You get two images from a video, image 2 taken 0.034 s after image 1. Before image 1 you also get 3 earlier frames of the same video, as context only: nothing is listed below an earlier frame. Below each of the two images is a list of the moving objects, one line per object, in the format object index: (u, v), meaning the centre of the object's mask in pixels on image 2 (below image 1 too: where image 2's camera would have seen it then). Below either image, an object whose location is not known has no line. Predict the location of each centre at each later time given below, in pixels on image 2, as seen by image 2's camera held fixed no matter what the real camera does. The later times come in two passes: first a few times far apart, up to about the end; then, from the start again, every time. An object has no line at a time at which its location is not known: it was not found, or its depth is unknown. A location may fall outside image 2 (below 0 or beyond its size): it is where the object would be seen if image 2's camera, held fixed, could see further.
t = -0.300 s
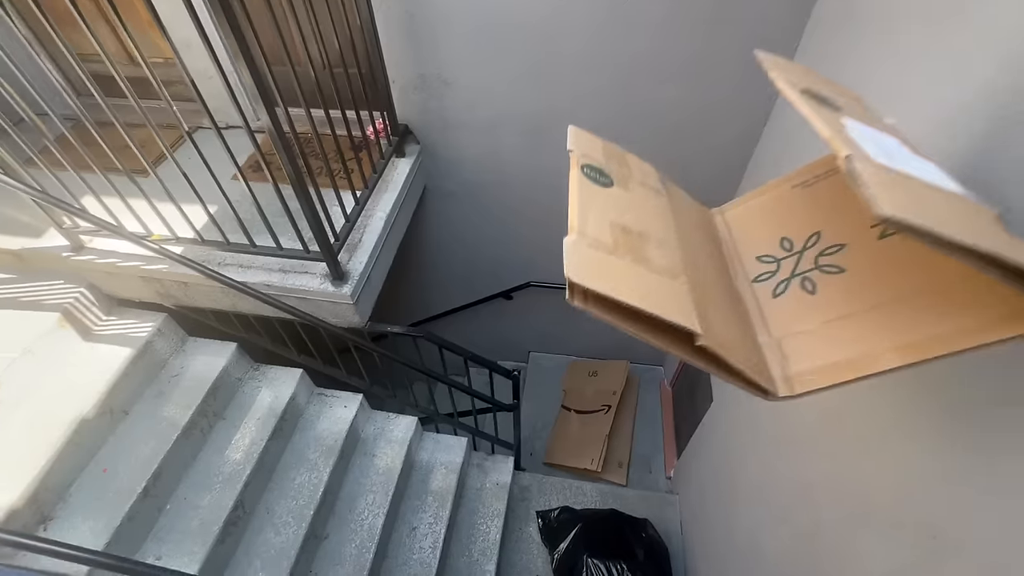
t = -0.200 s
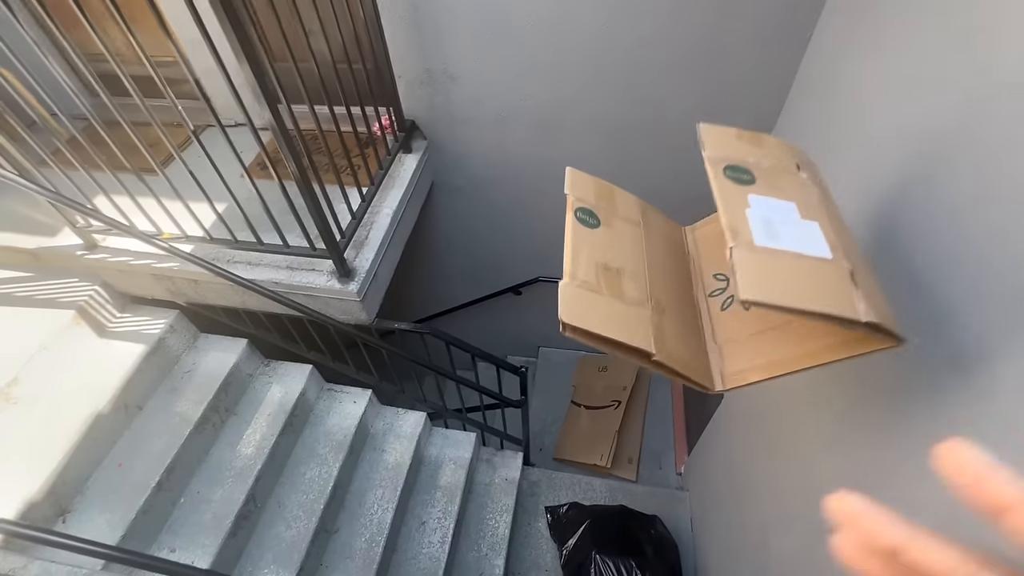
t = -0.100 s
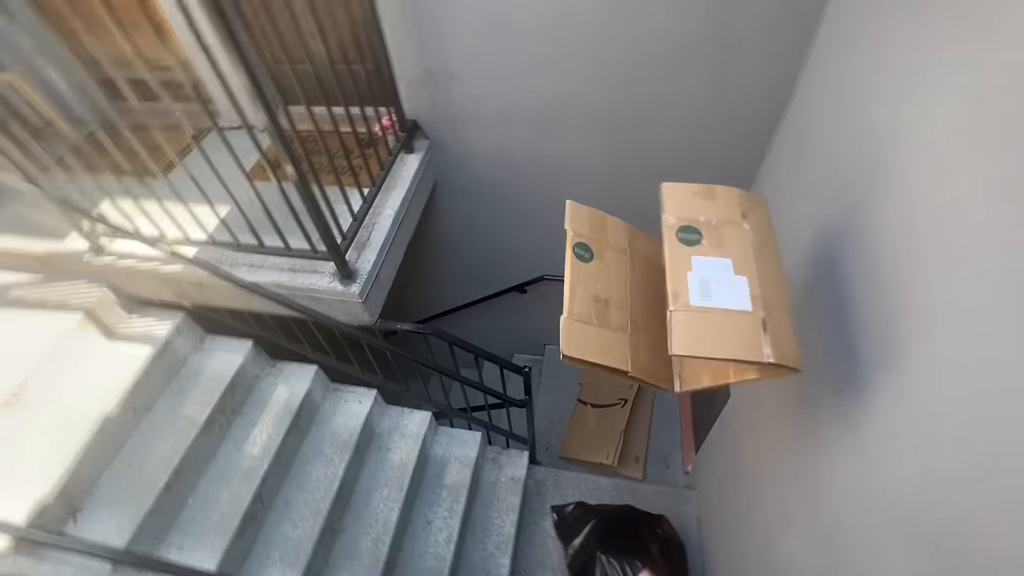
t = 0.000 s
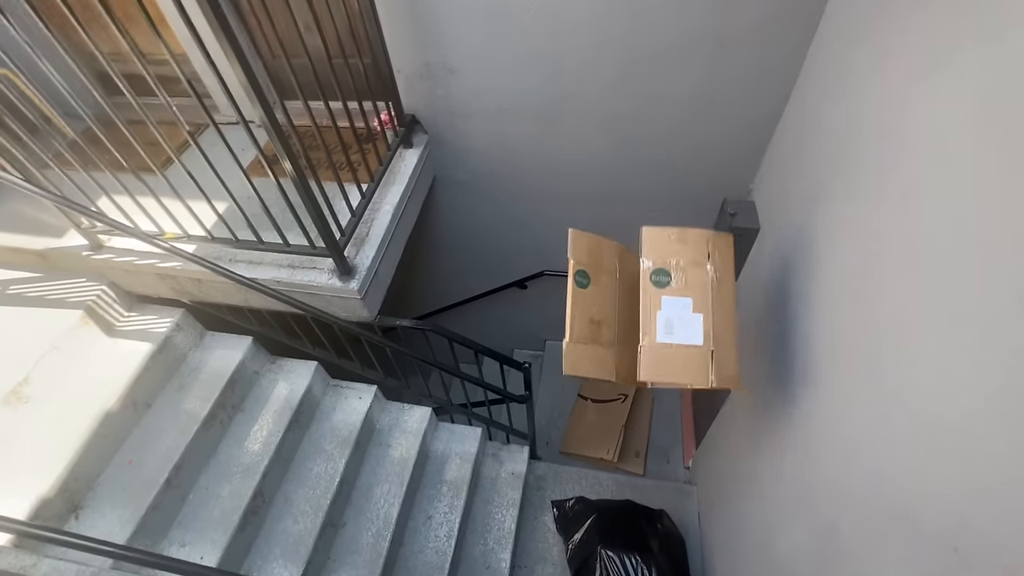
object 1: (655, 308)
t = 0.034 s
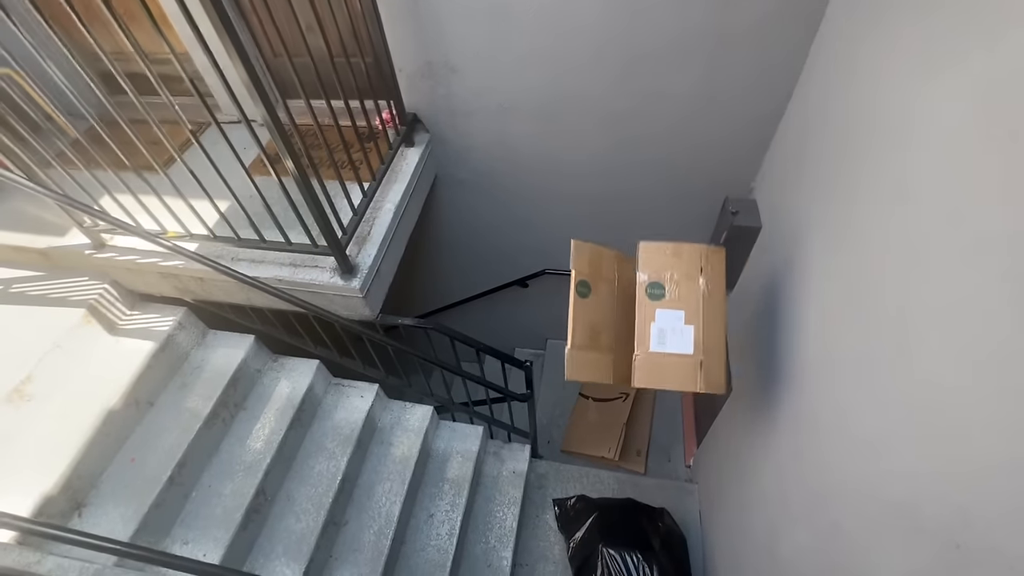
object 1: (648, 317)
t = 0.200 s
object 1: (624, 368)
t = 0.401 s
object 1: (603, 420)
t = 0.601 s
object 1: (602, 422)
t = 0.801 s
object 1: (602, 420)
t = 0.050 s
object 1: (645, 322)
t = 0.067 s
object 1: (642, 327)
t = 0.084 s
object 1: (640, 333)
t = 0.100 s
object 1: (637, 338)
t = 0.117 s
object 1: (635, 343)
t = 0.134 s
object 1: (632, 347)
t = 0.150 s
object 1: (631, 353)
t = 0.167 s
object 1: (629, 358)
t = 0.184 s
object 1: (626, 363)
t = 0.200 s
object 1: (624, 368)
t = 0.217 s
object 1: (622, 374)
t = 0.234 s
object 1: (620, 379)
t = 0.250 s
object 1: (619, 385)
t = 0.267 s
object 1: (617, 390)
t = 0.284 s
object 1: (615, 395)
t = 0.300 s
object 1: (614, 400)
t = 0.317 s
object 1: (613, 406)
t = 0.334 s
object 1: (611, 410)
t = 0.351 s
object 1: (609, 415)
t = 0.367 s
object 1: (608, 417)
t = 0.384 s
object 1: (606, 419)
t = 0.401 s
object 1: (603, 420)
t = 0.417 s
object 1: (602, 421)
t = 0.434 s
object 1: (602, 423)
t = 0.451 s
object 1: (605, 424)
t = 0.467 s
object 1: (605, 424)
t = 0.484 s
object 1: (603, 423)
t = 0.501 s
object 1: (603, 423)
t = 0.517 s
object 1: (603, 423)
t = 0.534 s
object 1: (603, 423)
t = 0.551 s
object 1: (602, 423)
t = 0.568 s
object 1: (602, 423)
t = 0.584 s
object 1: (602, 423)
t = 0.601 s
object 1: (602, 422)
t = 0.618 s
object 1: (602, 422)
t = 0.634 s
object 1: (602, 422)
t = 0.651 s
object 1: (602, 421)
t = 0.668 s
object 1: (602, 421)
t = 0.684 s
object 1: (602, 421)
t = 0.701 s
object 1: (602, 420)
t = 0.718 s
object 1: (602, 420)
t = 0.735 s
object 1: (602, 420)
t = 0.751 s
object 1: (602, 420)
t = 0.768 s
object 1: (602, 420)
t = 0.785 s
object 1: (602, 420)
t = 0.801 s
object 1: (602, 420)
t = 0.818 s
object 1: (602, 420)
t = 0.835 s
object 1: (602, 420)
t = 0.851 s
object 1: (602, 420)
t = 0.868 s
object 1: (603, 420)
